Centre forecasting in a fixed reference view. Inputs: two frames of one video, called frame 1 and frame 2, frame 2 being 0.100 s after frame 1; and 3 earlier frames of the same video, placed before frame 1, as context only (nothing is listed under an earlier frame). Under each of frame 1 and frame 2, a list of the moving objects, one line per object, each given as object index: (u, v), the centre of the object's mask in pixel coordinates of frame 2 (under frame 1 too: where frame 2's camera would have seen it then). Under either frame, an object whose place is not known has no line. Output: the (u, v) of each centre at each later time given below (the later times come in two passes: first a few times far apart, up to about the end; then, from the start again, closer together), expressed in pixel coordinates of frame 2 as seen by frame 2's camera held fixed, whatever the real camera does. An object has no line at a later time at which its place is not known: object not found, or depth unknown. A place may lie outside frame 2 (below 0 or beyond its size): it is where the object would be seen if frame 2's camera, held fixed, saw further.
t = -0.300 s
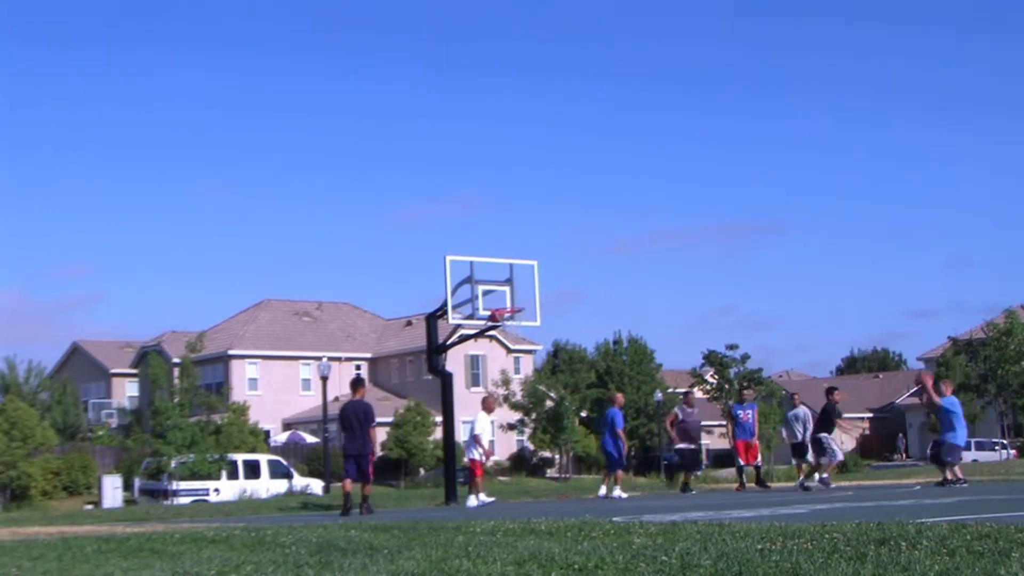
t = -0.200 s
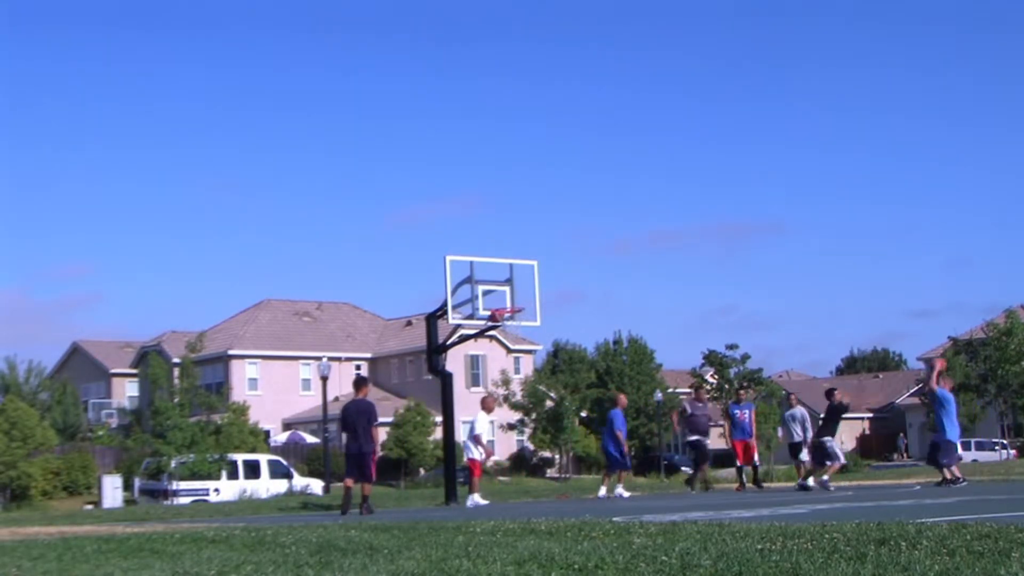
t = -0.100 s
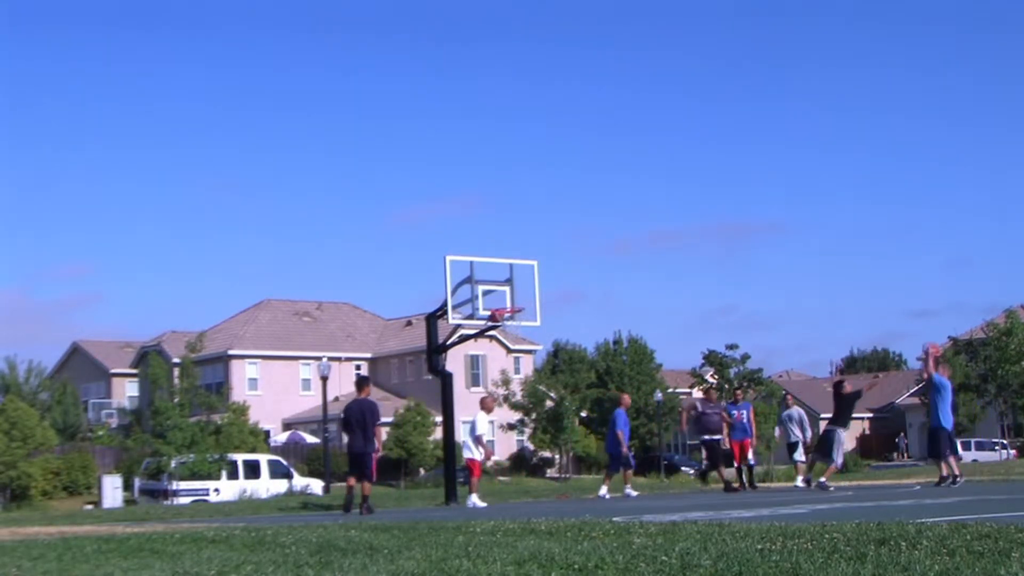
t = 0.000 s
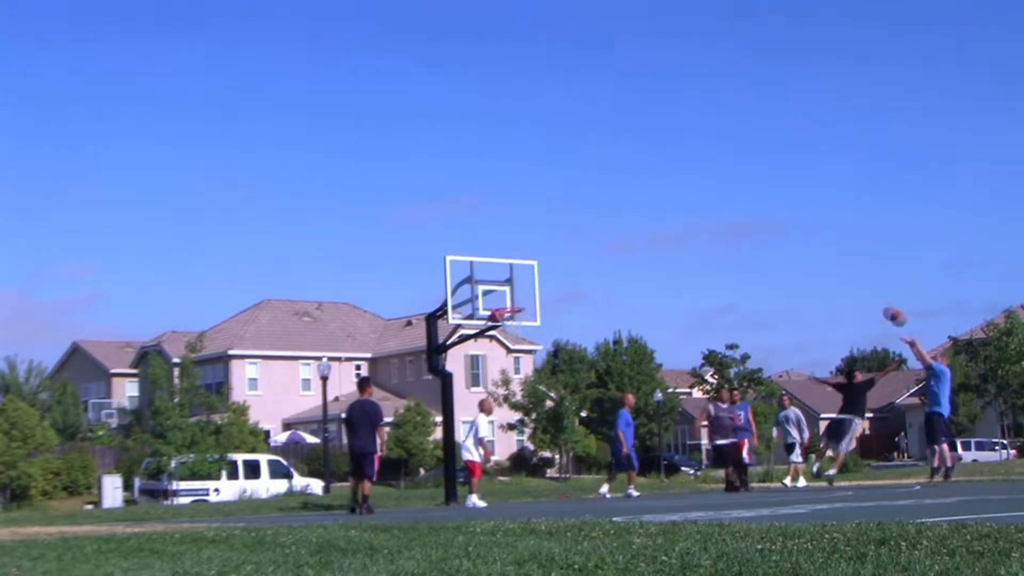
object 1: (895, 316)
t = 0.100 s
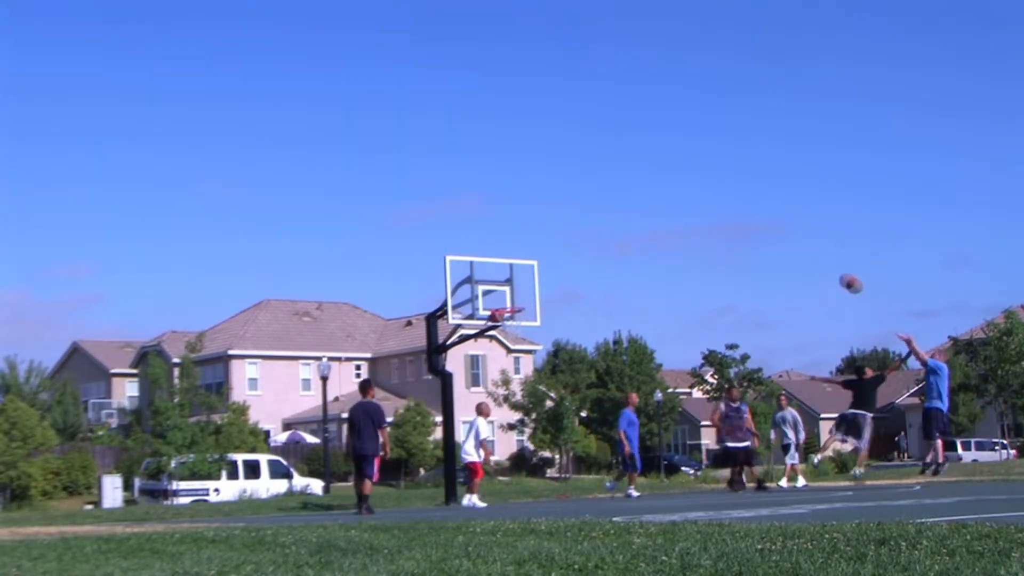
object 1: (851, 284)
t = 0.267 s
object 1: (781, 246)
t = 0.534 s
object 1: (680, 224)
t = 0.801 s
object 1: (589, 248)
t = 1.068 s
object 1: (512, 306)
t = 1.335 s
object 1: (503, 305)
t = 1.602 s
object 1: (519, 301)
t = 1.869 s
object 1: (515, 318)
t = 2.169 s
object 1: (511, 383)
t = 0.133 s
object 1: (836, 274)
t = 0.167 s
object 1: (822, 266)
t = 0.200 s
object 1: (808, 258)
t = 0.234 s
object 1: (795, 252)
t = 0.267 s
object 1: (781, 246)
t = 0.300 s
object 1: (768, 240)
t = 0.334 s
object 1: (754, 236)
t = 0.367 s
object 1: (741, 232)
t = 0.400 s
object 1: (729, 229)
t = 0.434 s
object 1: (716, 227)
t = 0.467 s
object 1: (704, 225)
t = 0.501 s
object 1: (692, 225)
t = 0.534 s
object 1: (680, 224)
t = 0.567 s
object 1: (668, 225)
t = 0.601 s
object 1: (656, 227)
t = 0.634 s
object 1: (644, 229)
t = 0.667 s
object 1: (633, 231)
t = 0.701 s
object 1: (622, 235)
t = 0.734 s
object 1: (611, 239)
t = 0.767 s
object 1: (600, 243)
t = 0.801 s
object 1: (589, 248)
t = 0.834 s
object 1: (579, 255)
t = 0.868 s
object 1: (569, 261)
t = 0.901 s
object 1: (558, 268)
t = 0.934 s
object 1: (548, 276)
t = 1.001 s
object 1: (528, 294)
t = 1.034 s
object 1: (519, 302)
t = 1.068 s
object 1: (512, 306)
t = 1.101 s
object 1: (504, 310)
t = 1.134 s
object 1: (505, 311)
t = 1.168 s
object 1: (512, 308)
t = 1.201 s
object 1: (516, 307)
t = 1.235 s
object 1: (514, 307)
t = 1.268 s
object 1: (508, 307)
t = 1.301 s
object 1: (505, 306)
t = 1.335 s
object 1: (503, 305)
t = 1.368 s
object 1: (505, 303)
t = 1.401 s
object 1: (507, 301)
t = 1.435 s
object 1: (510, 301)
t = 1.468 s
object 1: (513, 301)
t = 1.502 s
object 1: (516, 301)
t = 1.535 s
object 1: (518, 302)
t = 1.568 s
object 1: (519, 301)
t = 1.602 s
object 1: (519, 301)
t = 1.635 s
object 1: (518, 301)
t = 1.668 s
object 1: (518, 302)
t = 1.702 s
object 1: (518, 303)
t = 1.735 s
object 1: (517, 304)
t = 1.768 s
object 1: (516, 307)
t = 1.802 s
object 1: (516, 311)
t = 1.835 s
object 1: (516, 313)
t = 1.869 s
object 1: (515, 318)
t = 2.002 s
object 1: (513, 341)
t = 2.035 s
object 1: (513, 347)
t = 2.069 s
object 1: (512, 356)
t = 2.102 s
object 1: (512, 364)
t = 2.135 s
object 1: (511, 374)
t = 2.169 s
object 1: (511, 383)
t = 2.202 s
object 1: (511, 394)
